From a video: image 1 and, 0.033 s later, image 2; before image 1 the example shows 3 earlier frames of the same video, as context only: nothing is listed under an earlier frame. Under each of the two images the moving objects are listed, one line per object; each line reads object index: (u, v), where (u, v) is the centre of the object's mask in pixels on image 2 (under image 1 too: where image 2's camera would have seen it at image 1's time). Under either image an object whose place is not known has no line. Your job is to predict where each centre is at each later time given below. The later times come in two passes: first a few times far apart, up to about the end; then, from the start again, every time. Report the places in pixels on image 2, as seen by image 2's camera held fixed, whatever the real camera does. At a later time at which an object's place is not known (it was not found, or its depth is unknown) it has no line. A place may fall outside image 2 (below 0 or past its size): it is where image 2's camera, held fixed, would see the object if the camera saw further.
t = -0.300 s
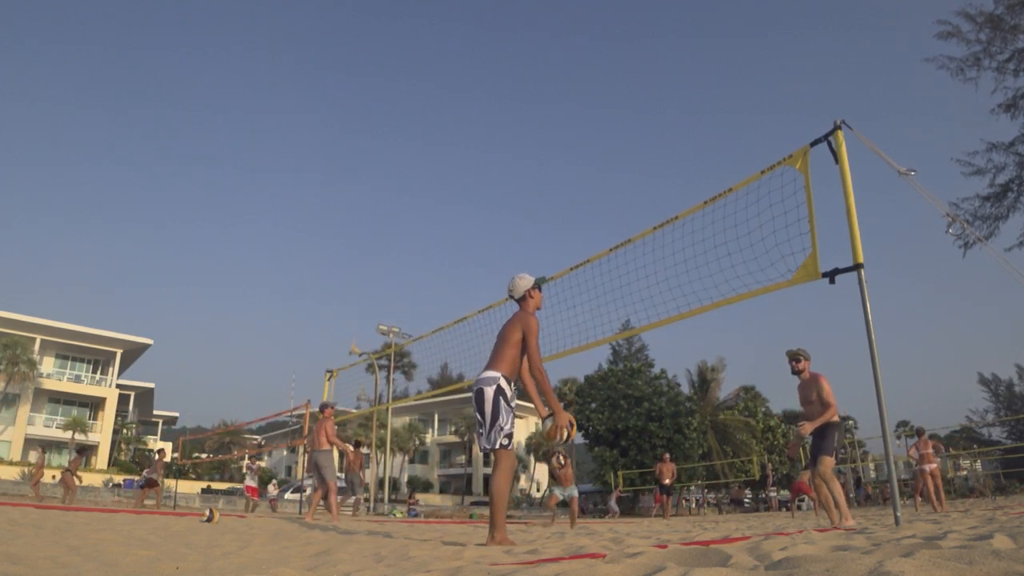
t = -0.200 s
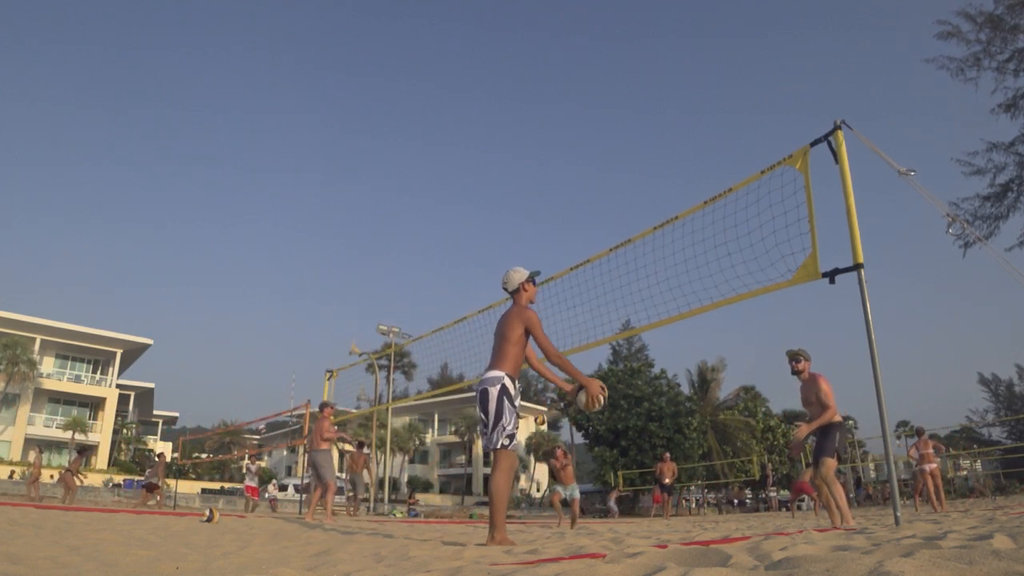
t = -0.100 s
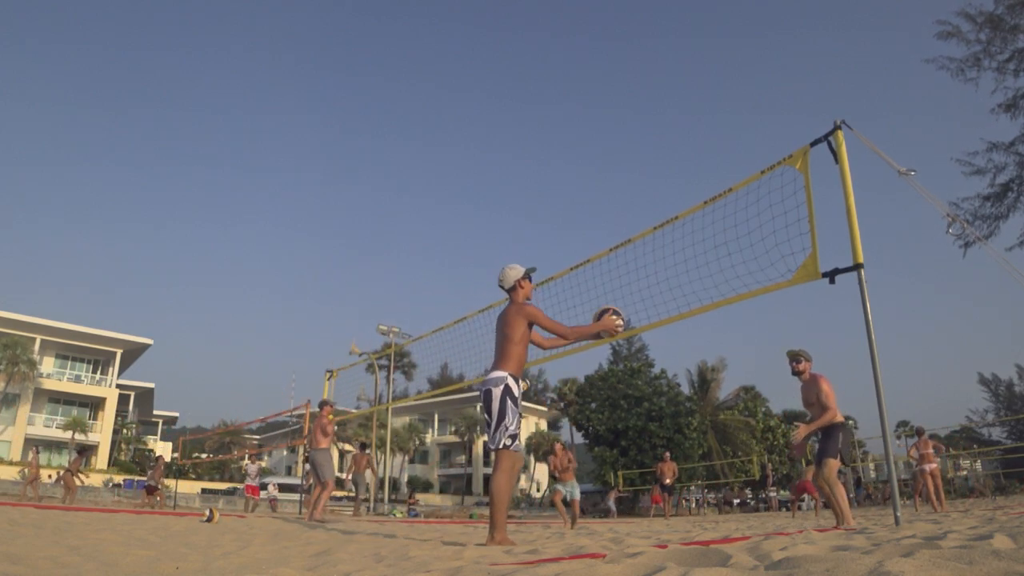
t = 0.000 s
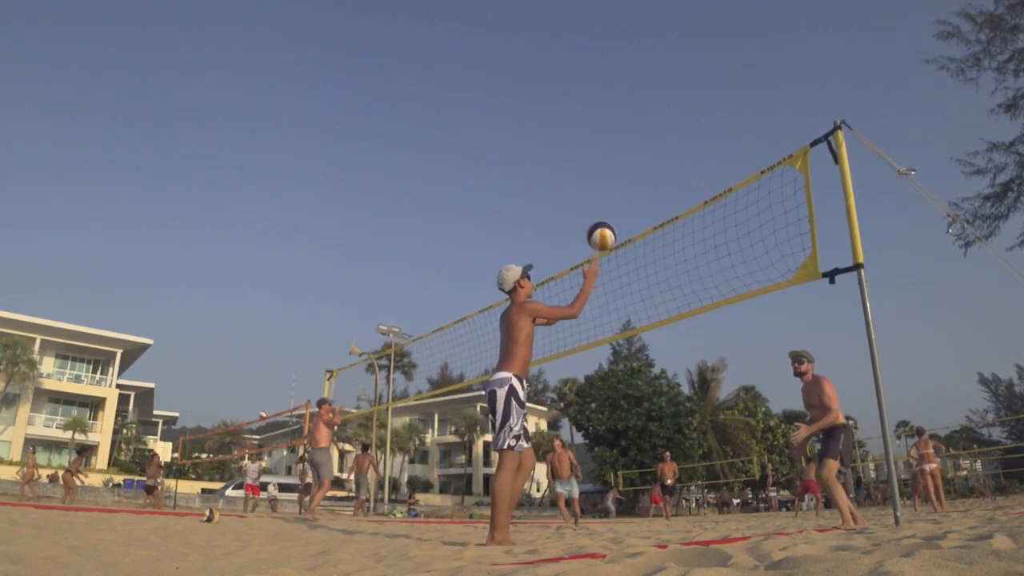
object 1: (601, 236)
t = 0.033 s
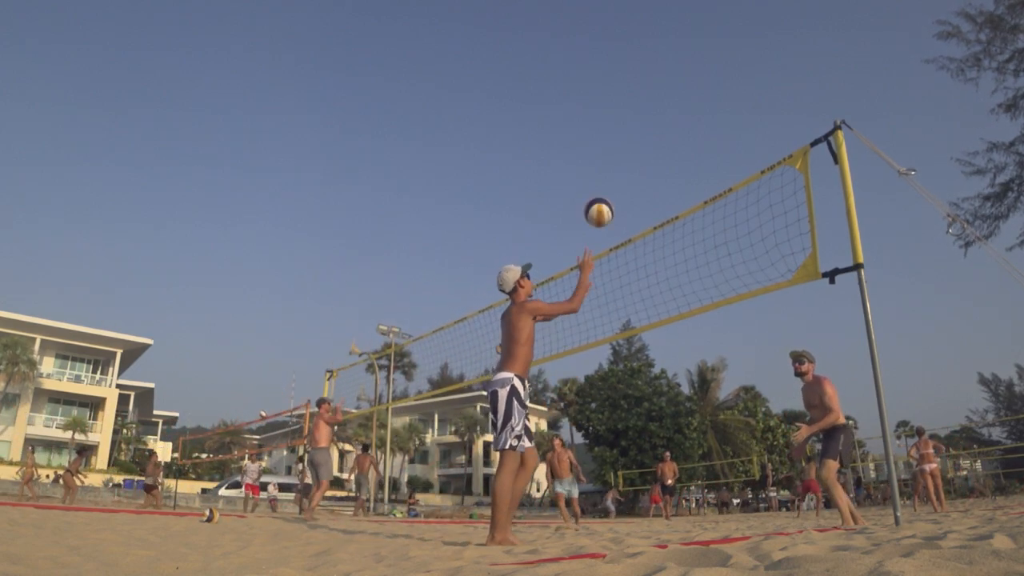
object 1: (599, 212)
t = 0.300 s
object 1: (588, 94)
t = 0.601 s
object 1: (588, 74)
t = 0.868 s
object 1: (595, 137)
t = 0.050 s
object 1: (597, 201)
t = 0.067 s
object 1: (596, 191)
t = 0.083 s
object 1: (595, 181)
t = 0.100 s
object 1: (594, 171)
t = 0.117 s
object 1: (593, 162)
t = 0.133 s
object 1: (593, 154)
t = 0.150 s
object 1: (592, 146)
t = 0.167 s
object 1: (591, 139)
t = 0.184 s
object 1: (591, 132)
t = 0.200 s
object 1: (591, 125)
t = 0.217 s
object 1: (590, 119)
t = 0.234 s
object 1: (589, 113)
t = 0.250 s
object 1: (589, 108)
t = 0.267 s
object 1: (589, 103)
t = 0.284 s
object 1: (588, 98)
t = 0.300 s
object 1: (588, 94)
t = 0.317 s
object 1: (588, 90)
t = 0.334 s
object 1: (588, 87)
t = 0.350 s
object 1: (587, 84)
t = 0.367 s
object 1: (587, 81)
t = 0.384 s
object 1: (587, 78)
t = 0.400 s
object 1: (587, 77)
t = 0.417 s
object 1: (587, 74)
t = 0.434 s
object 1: (587, 73)
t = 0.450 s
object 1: (587, 72)
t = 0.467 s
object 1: (587, 71)
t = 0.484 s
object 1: (587, 70)
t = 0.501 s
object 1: (587, 70)
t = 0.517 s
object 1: (587, 70)
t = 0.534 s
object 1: (587, 70)
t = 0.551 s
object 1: (587, 71)
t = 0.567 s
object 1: (587, 72)
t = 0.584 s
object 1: (588, 73)
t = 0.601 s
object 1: (588, 74)
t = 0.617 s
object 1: (588, 76)
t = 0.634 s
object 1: (588, 78)
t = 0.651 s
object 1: (589, 80)
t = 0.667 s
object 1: (589, 83)
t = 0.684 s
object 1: (590, 86)
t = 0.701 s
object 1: (590, 89)
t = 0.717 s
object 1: (590, 92)
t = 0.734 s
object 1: (591, 96)
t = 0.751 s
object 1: (591, 100)
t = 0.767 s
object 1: (592, 105)
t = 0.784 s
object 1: (592, 109)
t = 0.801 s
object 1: (593, 114)
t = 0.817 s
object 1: (594, 120)
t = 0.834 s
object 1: (594, 125)
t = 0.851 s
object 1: (595, 131)
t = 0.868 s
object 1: (595, 137)
